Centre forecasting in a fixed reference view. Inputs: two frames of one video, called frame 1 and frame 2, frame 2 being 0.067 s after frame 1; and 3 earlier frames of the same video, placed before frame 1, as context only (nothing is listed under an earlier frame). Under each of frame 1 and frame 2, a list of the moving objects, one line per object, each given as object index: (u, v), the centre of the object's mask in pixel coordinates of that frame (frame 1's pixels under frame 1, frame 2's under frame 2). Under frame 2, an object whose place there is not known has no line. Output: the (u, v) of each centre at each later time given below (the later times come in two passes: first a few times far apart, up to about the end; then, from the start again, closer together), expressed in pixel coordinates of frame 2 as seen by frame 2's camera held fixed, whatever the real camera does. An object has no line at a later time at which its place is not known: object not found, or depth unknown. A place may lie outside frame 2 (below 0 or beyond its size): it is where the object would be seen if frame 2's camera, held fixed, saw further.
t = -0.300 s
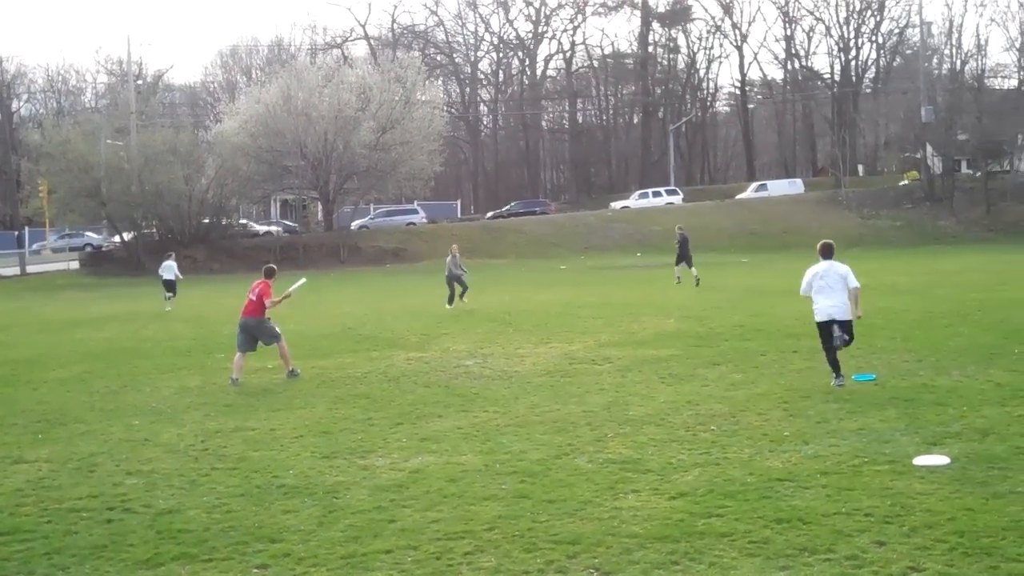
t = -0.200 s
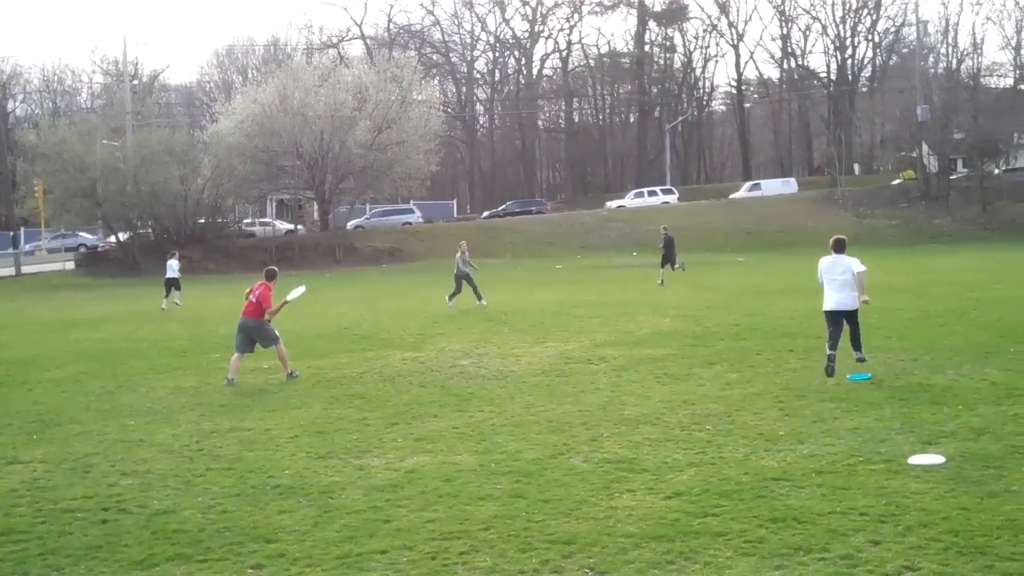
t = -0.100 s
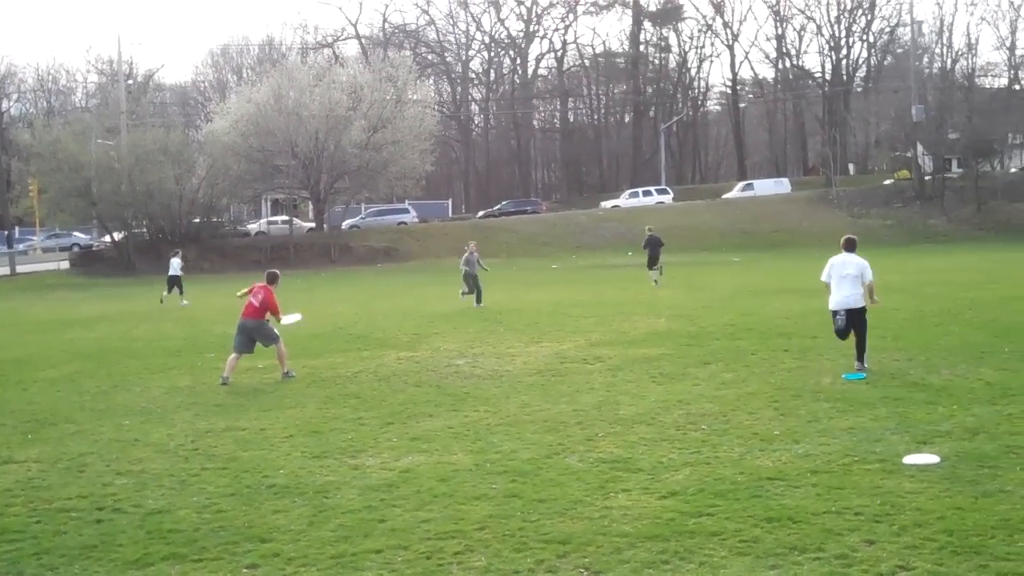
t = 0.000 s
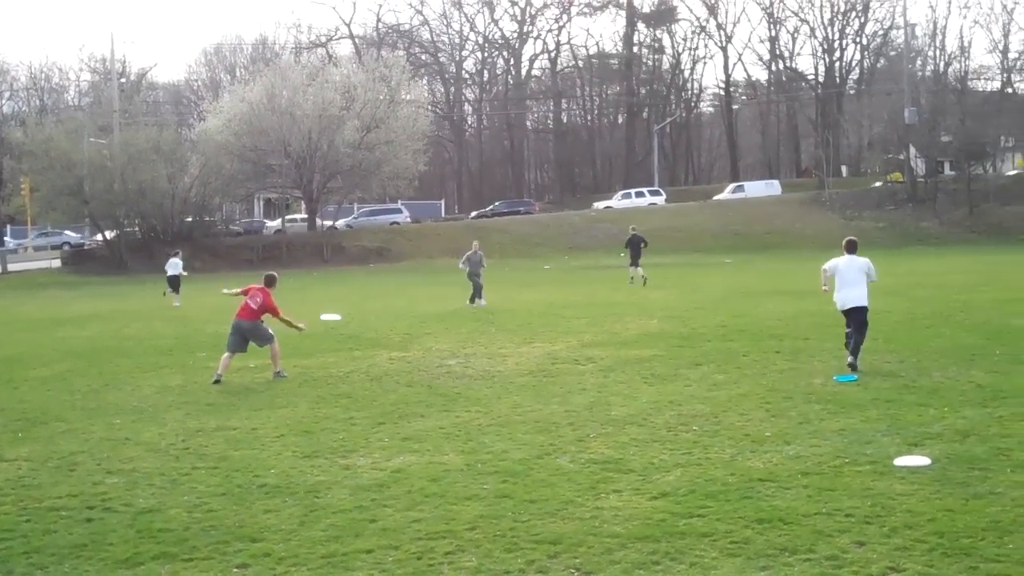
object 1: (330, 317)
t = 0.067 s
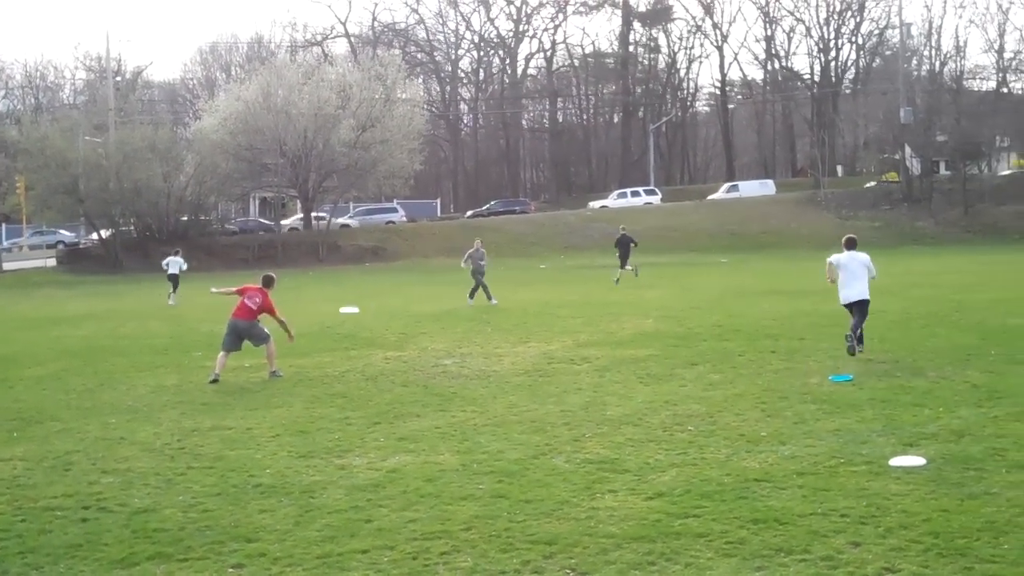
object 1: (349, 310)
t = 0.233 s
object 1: (396, 295)
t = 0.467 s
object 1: (445, 285)
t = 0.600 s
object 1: (469, 283)
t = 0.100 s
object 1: (360, 306)
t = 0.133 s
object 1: (369, 303)
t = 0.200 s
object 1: (387, 298)
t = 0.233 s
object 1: (396, 295)
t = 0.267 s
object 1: (404, 293)
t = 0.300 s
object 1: (411, 291)
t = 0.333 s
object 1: (419, 289)
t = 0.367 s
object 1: (426, 287)
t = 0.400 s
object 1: (433, 286)
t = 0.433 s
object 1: (439, 285)
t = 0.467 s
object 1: (445, 285)
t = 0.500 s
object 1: (452, 284)
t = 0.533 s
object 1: (458, 284)
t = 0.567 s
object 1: (463, 284)
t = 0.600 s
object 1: (469, 283)
